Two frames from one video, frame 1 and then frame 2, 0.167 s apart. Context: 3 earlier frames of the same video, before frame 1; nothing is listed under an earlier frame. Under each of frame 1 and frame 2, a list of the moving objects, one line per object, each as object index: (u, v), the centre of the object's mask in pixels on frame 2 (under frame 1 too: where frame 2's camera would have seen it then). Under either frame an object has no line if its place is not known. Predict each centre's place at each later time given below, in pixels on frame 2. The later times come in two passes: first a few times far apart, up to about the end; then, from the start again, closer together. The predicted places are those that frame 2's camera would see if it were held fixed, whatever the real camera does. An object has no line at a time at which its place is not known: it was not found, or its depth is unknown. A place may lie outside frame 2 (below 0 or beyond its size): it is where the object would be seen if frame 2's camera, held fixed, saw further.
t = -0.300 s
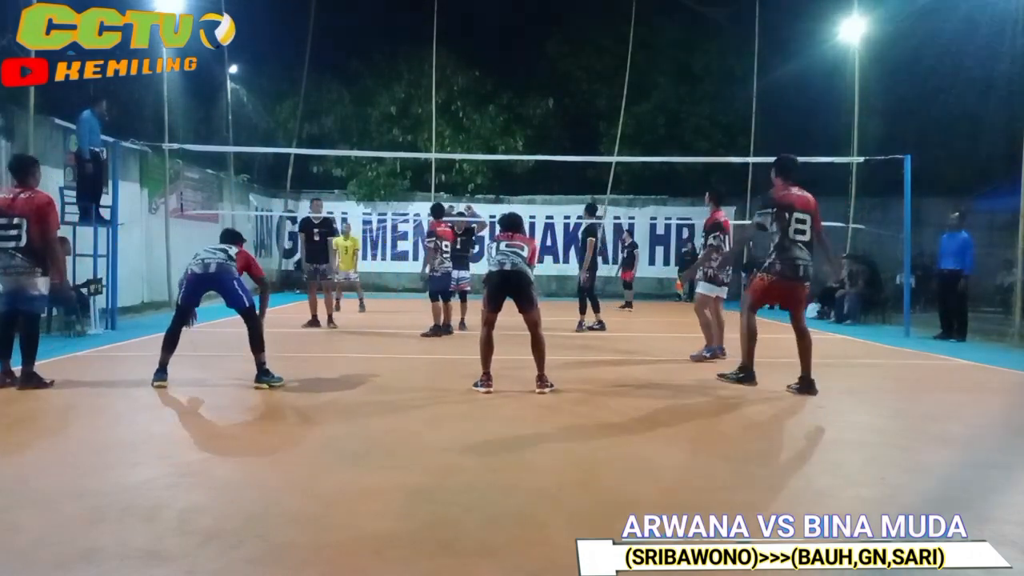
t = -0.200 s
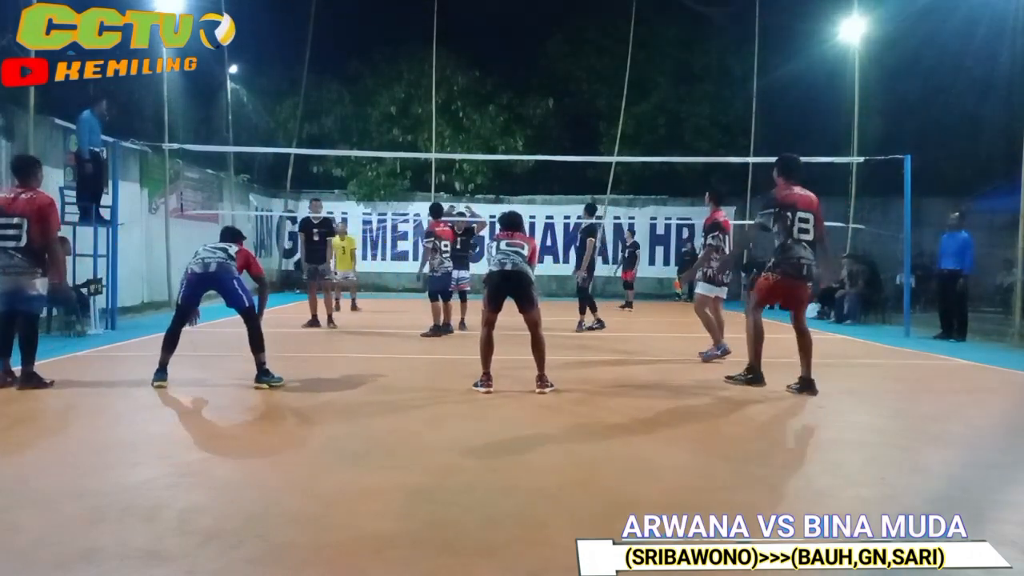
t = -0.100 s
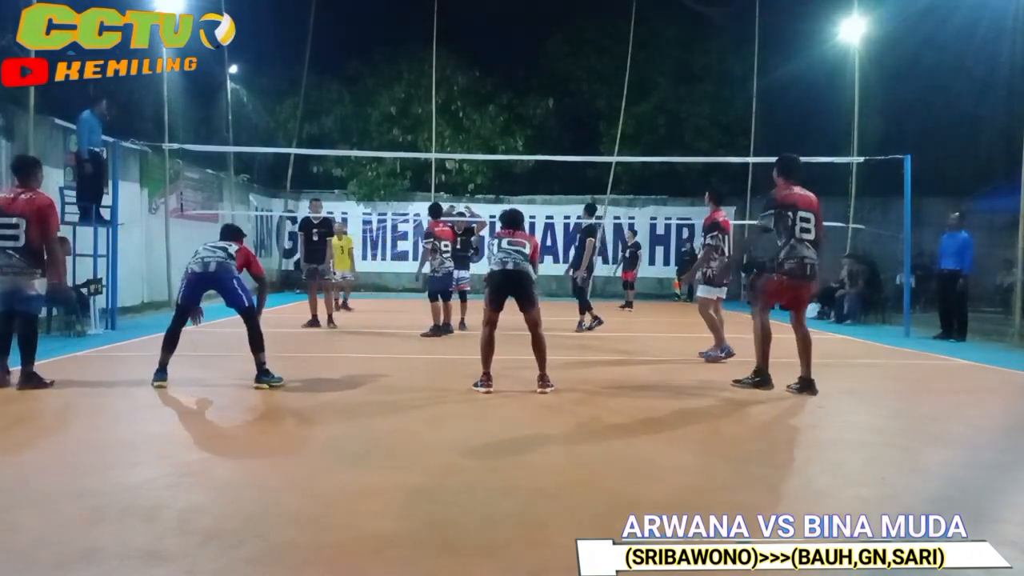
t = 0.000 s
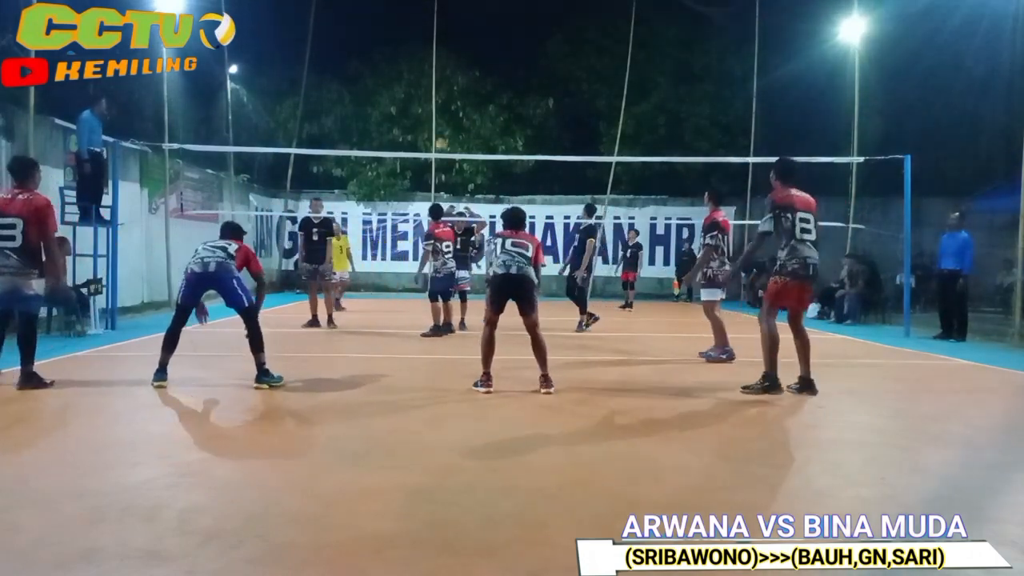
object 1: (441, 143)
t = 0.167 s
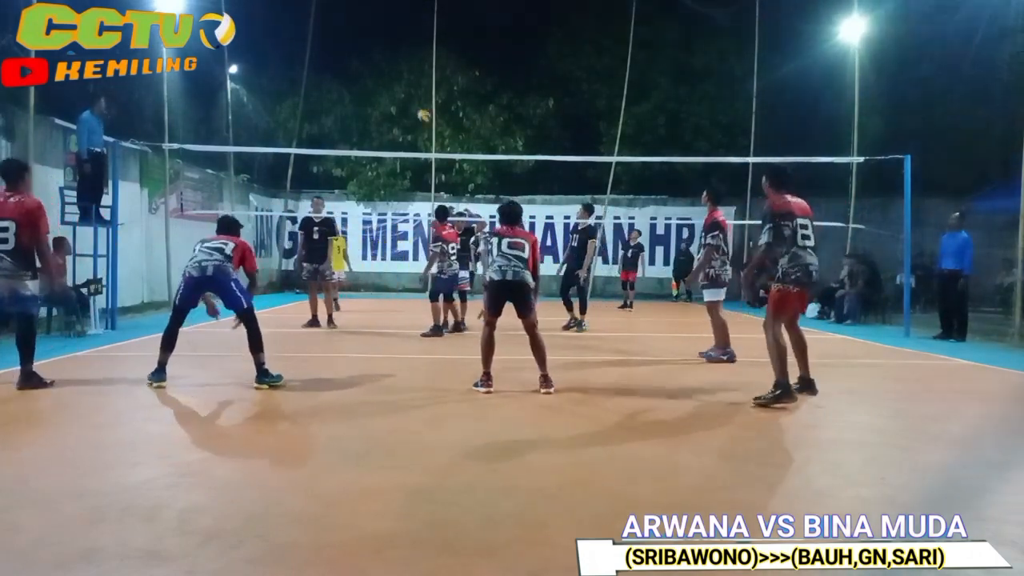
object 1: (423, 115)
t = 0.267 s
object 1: (411, 103)
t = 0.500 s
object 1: (374, 95)
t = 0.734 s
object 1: (323, 123)
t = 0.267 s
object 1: (411, 103)
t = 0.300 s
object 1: (406, 101)
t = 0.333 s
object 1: (401, 100)
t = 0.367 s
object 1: (395, 96)
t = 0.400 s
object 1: (392, 95)
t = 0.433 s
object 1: (385, 94)
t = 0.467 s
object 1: (380, 94)
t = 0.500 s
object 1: (374, 95)
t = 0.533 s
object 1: (368, 96)
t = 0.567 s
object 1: (362, 98)
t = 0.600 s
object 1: (355, 101)
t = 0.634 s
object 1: (347, 105)
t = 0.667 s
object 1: (340, 109)
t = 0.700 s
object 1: (331, 116)
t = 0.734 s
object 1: (323, 123)
